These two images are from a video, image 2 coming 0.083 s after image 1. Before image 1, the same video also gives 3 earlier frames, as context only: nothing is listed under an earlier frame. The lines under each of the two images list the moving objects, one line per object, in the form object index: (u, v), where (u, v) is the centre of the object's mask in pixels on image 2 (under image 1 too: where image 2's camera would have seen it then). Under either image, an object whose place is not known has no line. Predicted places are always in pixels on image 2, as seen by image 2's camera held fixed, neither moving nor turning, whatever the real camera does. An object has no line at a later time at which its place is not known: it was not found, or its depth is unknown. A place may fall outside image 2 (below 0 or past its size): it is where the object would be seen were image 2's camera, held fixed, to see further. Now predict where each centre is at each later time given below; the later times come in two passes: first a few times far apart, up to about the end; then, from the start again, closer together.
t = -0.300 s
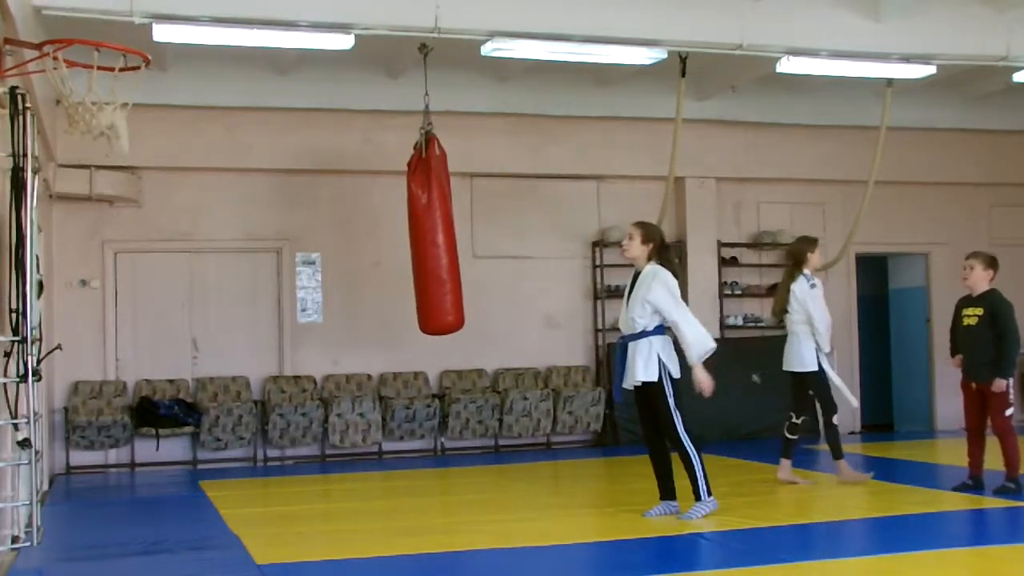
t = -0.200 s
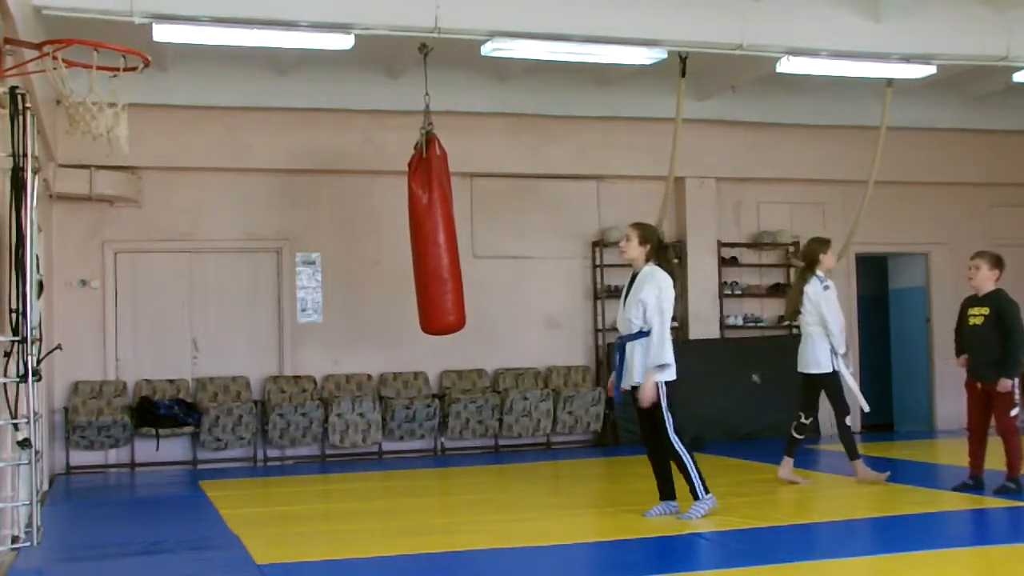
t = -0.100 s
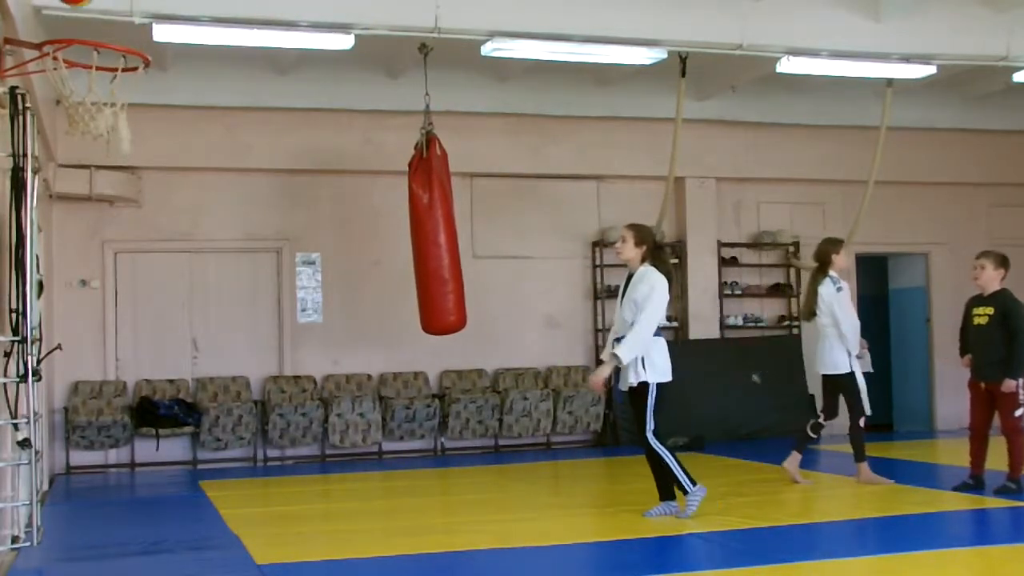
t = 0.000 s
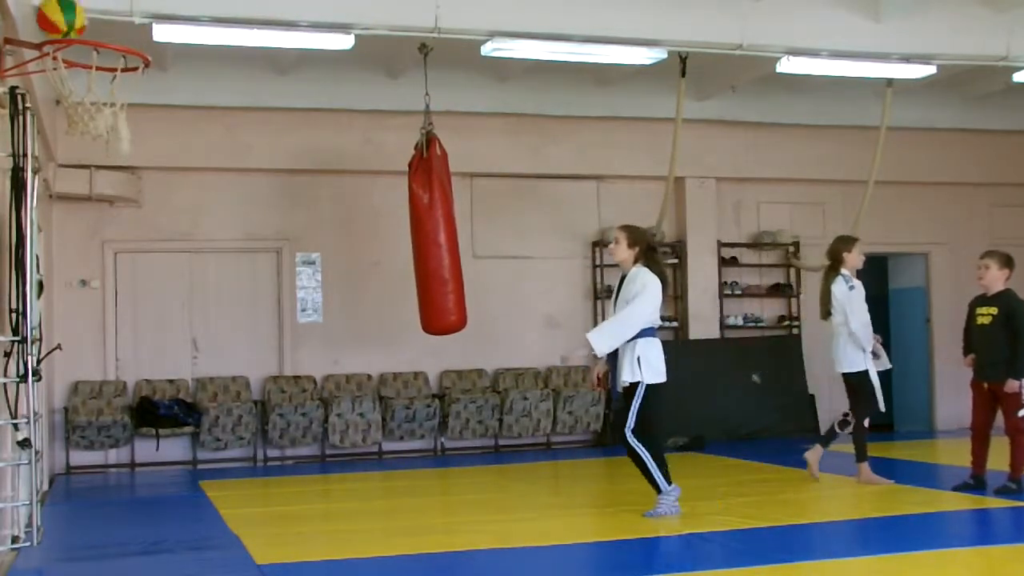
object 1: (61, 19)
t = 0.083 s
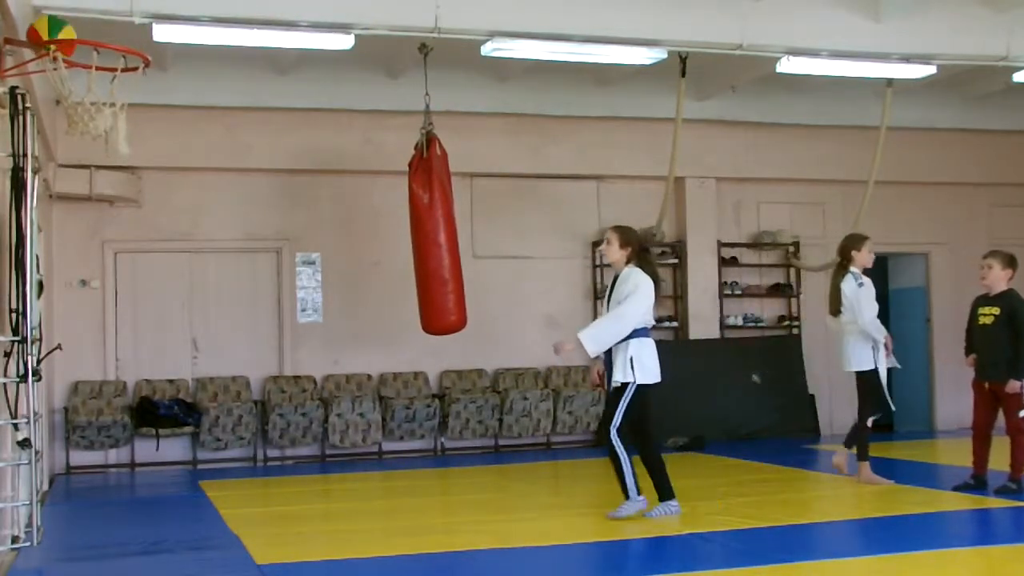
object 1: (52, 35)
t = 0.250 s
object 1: (43, 52)
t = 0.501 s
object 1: (72, 178)
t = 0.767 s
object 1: (100, 420)
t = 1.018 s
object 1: (111, 388)
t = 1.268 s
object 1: (112, 280)
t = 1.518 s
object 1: (118, 284)
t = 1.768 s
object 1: (124, 398)
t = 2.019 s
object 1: (130, 447)
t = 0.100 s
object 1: (50, 32)
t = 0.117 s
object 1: (44, 28)
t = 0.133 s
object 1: (42, 29)
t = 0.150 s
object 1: (40, 29)
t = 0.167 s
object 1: (38, 29)
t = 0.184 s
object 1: (38, 31)
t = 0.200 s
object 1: (37, 36)
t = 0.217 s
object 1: (37, 38)
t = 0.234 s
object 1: (38, 43)
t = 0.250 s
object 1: (43, 52)
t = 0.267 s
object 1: (35, 65)
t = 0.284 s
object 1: (37, 70)
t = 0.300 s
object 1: (40, 78)
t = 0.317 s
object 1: (50, 82)
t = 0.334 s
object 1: (49, 85)
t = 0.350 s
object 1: (50, 92)
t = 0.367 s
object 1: (49, 100)
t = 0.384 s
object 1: (52, 108)
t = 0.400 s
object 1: (53, 116)
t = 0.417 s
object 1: (63, 124)
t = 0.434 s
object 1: (63, 136)
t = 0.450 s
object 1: (66, 146)
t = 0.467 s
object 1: (68, 156)
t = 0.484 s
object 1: (70, 166)
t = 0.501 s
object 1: (72, 178)
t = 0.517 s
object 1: (73, 189)
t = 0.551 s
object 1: (77, 214)
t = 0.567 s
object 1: (79, 228)
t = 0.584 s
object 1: (81, 241)
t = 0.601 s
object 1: (82, 255)
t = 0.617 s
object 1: (83, 270)
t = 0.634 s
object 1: (85, 285)
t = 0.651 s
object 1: (87, 301)
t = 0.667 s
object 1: (88, 317)
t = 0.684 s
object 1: (90, 333)
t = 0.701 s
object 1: (91, 349)
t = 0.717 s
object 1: (94, 367)
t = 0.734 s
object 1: (96, 385)
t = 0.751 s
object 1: (98, 402)
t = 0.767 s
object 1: (100, 420)
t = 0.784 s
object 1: (101, 439)
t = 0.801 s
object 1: (102, 458)
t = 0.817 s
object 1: (103, 478)
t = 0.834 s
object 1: (105, 497)
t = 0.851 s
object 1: (106, 516)
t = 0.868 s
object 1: (106, 506)
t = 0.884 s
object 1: (107, 490)
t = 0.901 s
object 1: (107, 477)
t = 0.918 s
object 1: (107, 462)
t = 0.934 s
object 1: (108, 448)
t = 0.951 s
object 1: (109, 434)
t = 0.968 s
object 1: (110, 424)
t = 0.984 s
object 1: (111, 410)
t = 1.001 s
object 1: (111, 399)
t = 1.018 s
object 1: (111, 388)
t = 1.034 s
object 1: (110, 377)
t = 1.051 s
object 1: (110, 366)
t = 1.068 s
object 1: (110, 357)
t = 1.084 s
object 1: (110, 348)
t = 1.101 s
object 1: (110, 339)
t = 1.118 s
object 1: (110, 331)
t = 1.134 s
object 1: (110, 324)
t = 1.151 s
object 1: (111, 317)
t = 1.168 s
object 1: (111, 310)
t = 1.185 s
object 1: (111, 304)
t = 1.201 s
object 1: (112, 298)
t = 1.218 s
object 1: (112, 292)
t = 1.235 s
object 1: (112, 288)
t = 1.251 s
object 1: (112, 284)
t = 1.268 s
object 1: (112, 280)
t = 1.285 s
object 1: (112, 277)
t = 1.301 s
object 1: (113, 274)
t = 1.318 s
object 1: (113, 272)
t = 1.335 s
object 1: (113, 271)
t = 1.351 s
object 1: (114, 269)
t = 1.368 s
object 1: (114, 269)
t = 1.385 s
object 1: (114, 269)
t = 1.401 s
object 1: (115, 269)
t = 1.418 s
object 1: (115, 270)
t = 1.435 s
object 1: (116, 271)
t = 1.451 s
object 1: (116, 272)
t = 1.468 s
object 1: (116, 274)
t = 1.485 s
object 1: (117, 277)
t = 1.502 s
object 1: (117, 280)
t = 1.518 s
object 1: (118, 284)
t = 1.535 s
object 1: (118, 288)
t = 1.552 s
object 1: (118, 293)
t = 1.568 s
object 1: (118, 298)
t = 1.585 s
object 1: (119, 304)
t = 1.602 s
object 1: (119, 310)
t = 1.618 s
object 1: (119, 316)
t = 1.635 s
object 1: (119, 323)
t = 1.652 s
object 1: (120, 331)
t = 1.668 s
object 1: (120, 339)
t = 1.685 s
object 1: (121, 348)
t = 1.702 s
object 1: (121, 357)
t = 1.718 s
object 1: (122, 366)
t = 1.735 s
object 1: (122, 377)
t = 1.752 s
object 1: (122, 388)
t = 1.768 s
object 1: (124, 398)
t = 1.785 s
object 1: (124, 410)
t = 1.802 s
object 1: (124, 422)
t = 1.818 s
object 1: (125, 434)
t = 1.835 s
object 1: (125, 447)
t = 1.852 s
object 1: (126, 461)
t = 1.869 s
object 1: (126, 476)
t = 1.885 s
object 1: (126, 489)
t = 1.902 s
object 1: (127, 504)
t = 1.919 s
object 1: (128, 511)
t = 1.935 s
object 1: (128, 499)
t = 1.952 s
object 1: (128, 487)
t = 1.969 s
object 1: (128, 477)
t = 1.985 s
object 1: (129, 467)
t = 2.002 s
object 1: (129, 456)
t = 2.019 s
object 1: (130, 447)
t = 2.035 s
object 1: (130, 437)
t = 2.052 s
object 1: (130, 429)
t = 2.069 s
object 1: (131, 421)
